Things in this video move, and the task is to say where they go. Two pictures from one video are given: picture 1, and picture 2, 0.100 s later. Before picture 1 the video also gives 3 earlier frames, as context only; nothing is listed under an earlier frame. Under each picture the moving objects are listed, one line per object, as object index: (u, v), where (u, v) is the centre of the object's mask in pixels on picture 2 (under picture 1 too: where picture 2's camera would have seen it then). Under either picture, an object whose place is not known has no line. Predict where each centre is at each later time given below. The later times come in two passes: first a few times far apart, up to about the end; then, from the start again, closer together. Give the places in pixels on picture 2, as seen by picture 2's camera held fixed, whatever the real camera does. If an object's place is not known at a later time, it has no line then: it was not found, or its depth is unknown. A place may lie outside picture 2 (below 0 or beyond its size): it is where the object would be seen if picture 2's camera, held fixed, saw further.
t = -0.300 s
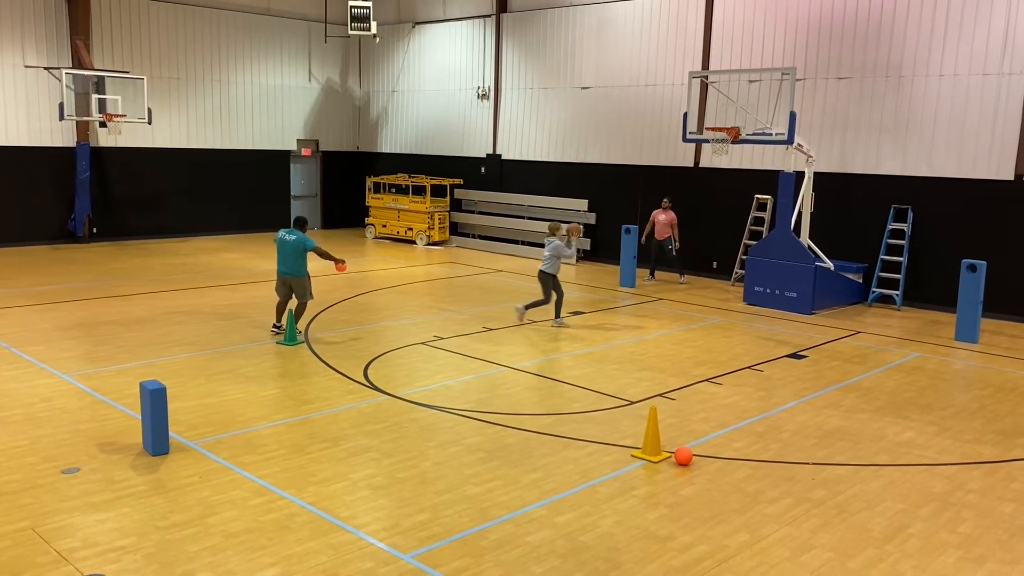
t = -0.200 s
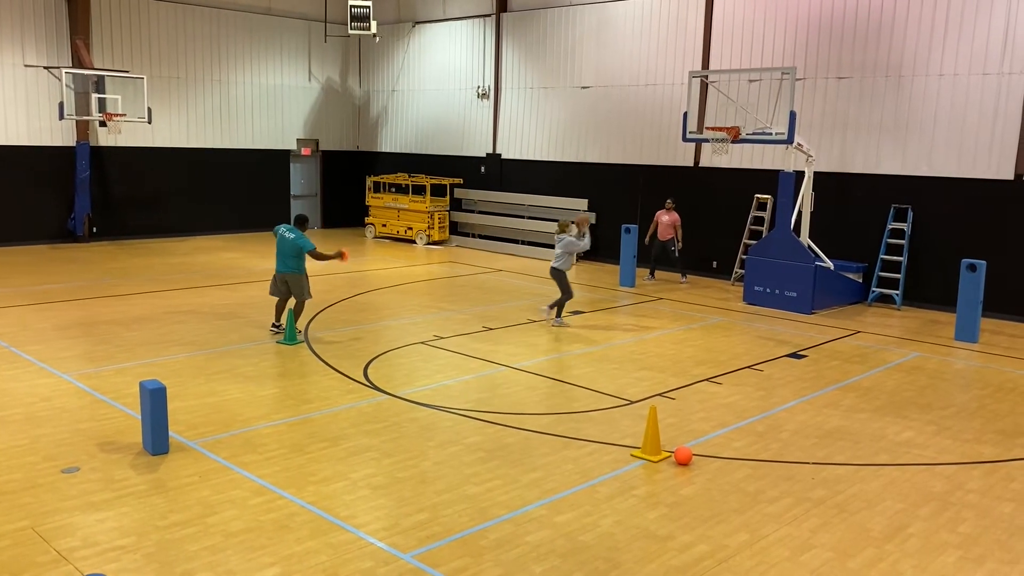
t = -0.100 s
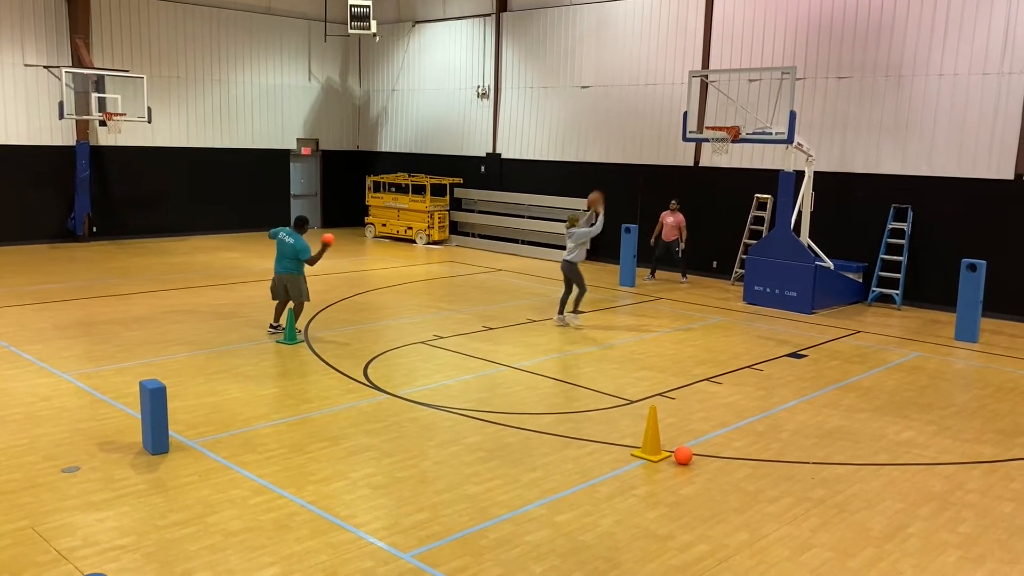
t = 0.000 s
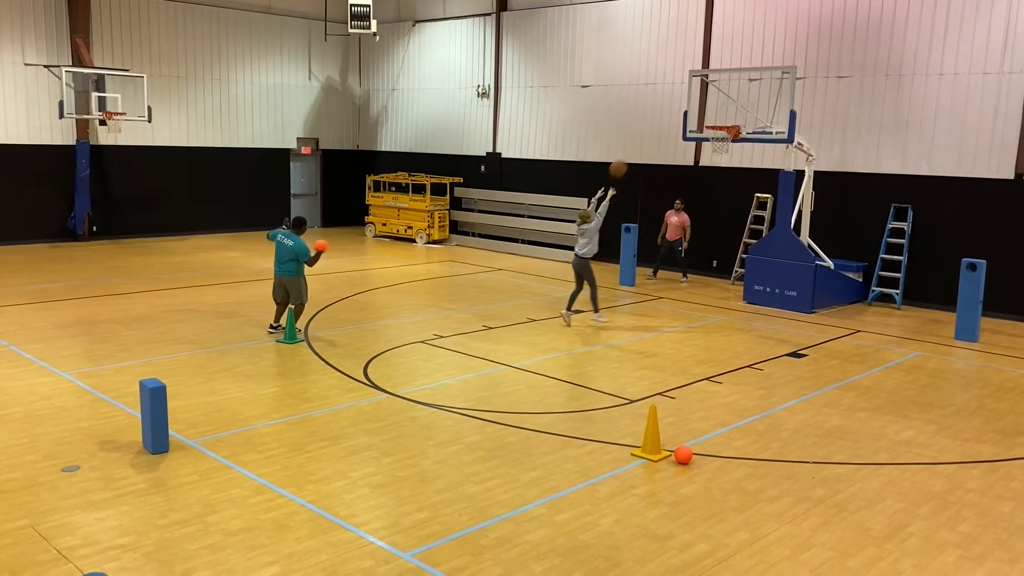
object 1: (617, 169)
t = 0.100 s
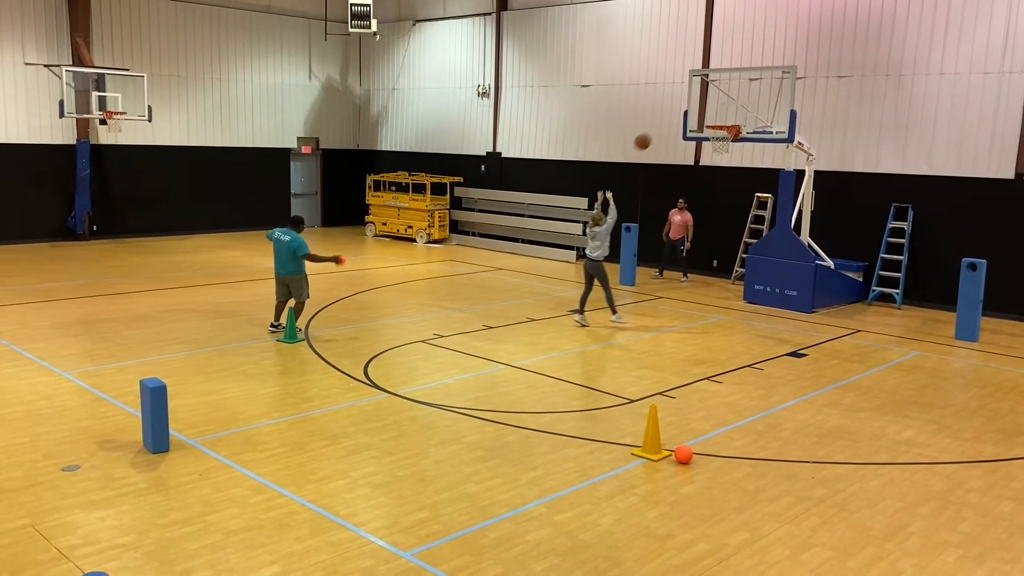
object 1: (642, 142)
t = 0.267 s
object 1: (681, 114)
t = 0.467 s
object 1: (724, 106)
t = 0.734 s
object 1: (745, 131)
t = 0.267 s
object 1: (681, 114)
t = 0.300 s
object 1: (688, 111)
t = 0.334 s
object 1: (694, 108)
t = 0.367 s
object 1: (703, 106)
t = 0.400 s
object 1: (710, 105)
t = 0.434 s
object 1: (717, 105)
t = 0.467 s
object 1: (724, 106)
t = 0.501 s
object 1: (731, 107)
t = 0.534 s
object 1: (737, 109)
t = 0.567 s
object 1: (744, 111)
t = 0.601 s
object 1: (748, 114)
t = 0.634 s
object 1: (747, 117)
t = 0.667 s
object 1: (747, 121)
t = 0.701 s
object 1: (746, 125)
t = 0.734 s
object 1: (745, 131)
